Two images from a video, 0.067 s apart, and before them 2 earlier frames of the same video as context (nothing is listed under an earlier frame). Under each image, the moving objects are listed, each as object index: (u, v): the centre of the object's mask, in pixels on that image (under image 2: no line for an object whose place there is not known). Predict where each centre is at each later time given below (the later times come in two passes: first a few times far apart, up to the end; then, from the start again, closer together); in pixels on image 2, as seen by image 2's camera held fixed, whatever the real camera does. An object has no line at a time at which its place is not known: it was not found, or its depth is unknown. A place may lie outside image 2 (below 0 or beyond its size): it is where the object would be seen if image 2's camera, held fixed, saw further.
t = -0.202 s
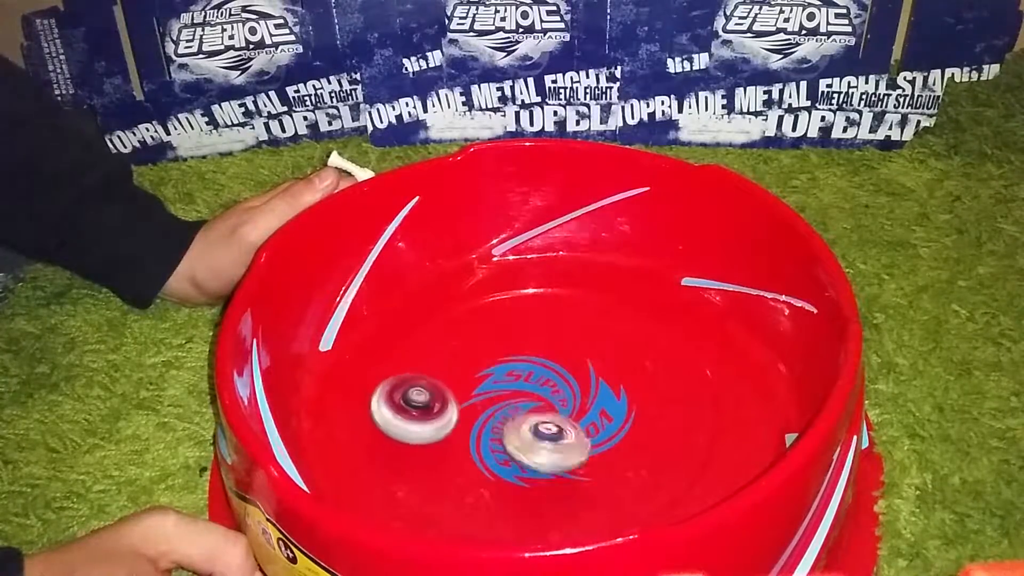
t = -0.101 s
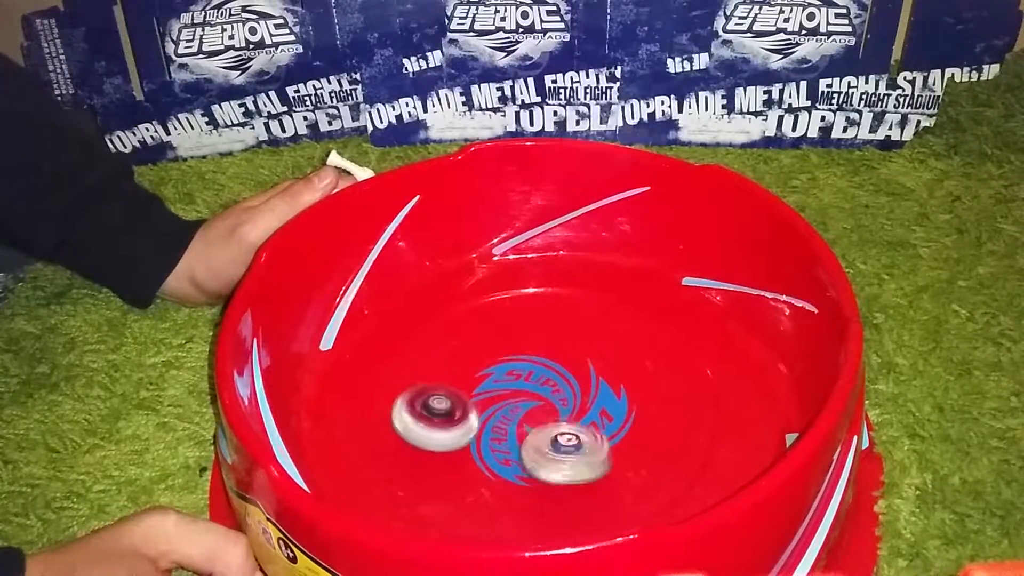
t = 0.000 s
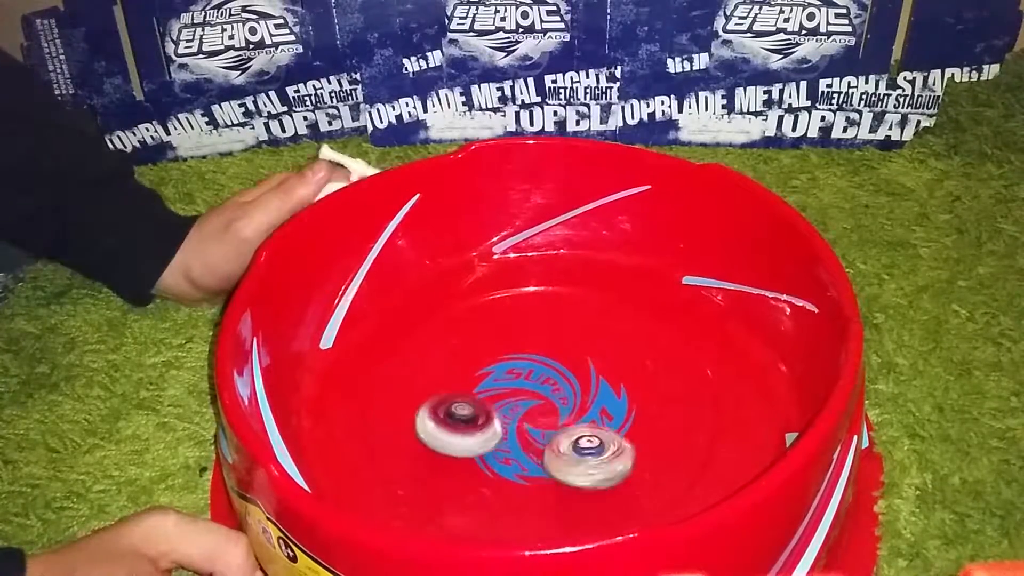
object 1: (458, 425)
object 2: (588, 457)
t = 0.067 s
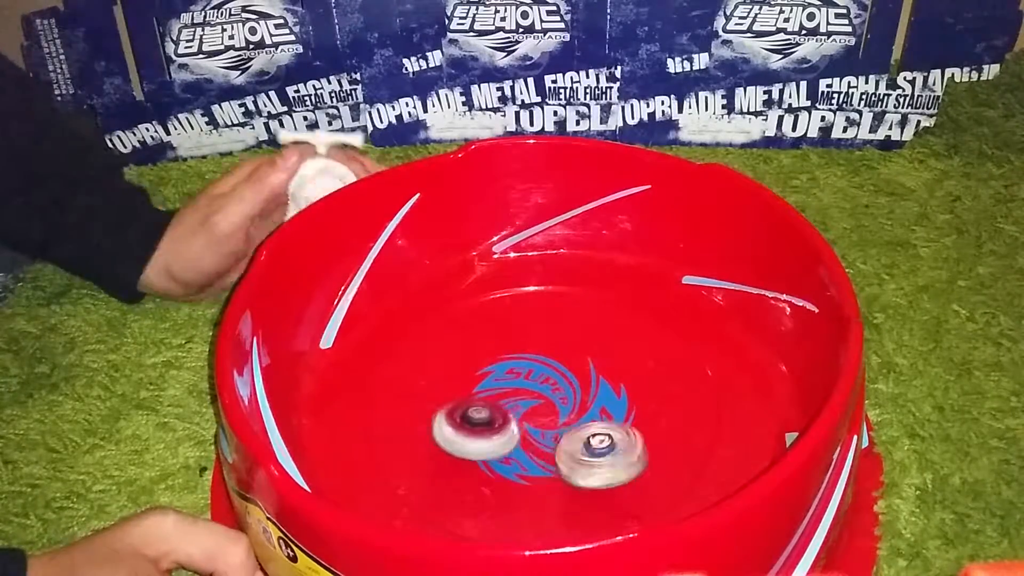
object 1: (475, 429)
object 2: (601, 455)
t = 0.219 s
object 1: (516, 436)
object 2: (618, 438)
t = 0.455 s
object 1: (508, 436)
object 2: (650, 388)
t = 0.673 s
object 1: (544, 417)
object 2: (602, 372)
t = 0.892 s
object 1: (532, 427)
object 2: (565, 299)
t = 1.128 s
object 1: (537, 409)
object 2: (589, 299)
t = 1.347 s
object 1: (549, 392)
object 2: (575, 317)
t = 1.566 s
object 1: (555, 384)
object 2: (574, 324)
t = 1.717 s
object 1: (555, 383)
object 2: (575, 324)
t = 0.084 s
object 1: (480, 431)
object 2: (605, 453)
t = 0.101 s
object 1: (484, 431)
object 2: (607, 452)
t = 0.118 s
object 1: (489, 432)
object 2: (609, 450)
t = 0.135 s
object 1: (494, 433)
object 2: (611, 450)
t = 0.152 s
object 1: (498, 434)
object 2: (613, 448)
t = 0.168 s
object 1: (503, 435)
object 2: (616, 445)
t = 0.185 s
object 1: (507, 435)
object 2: (616, 442)
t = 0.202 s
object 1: (512, 436)
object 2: (618, 440)
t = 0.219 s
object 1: (516, 436)
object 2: (618, 438)
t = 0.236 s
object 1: (521, 437)
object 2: (619, 436)
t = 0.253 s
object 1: (526, 437)
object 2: (620, 432)
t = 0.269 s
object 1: (522, 437)
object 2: (627, 428)
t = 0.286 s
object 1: (514, 439)
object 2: (639, 421)
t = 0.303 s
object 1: (507, 441)
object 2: (645, 413)
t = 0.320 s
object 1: (502, 442)
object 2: (651, 407)
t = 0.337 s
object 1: (499, 443)
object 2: (653, 403)
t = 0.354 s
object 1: (497, 443)
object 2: (655, 399)
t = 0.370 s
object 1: (496, 443)
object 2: (655, 396)
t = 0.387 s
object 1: (498, 442)
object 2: (654, 393)
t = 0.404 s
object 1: (500, 440)
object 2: (653, 391)
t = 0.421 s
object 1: (502, 439)
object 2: (652, 390)
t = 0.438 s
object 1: (505, 437)
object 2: (651, 389)
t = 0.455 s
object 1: (508, 436)
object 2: (650, 388)
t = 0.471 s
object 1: (512, 434)
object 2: (648, 387)
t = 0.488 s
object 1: (514, 432)
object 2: (646, 385)
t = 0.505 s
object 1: (518, 430)
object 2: (642, 383)
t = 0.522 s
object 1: (521, 428)
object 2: (639, 382)
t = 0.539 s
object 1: (524, 426)
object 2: (635, 382)
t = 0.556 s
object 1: (527, 424)
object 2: (632, 382)
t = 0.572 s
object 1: (531, 422)
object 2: (629, 383)
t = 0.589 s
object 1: (534, 420)
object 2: (626, 382)
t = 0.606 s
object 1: (537, 419)
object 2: (621, 382)
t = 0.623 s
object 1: (540, 417)
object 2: (617, 383)
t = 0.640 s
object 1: (543, 415)
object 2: (614, 382)
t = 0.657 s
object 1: (543, 415)
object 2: (609, 379)
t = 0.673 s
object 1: (544, 417)
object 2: (602, 372)
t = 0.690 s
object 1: (544, 417)
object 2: (594, 364)
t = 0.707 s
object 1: (545, 416)
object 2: (588, 360)
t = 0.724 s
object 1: (545, 416)
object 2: (582, 358)
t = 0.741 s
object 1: (542, 420)
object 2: (576, 353)
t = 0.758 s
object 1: (539, 423)
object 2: (571, 343)
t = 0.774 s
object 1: (537, 425)
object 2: (567, 332)
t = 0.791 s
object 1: (536, 427)
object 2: (563, 325)
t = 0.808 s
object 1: (534, 428)
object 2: (559, 321)
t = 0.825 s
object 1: (534, 429)
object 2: (559, 315)
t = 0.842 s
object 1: (534, 428)
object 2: (560, 308)
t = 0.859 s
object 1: (533, 428)
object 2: (561, 304)
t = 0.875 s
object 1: (533, 427)
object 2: (563, 302)
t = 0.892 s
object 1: (532, 427)
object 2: (565, 299)
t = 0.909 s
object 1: (532, 426)
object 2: (569, 298)
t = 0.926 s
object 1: (532, 425)
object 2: (572, 297)
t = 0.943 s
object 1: (532, 423)
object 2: (575, 297)
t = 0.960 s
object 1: (532, 422)
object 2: (578, 297)
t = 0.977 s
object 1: (532, 421)
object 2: (579, 298)
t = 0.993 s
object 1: (532, 419)
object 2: (581, 298)
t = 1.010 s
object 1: (533, 418)
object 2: (582, 299)
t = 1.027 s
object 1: (533, 417)
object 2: (583, 299)
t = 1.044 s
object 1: (533, 415)
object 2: (584, 300)
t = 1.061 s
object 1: (534, 413)
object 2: (586, 300)
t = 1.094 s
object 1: (535, 411)
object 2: (588, 300)
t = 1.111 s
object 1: (536, 410)
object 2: (589, 299)
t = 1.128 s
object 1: (537, 409)
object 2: (589, 299)
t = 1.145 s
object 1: (538, 407)
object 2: (589, 300)
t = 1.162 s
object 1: (539, 406)
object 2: (589, 300)
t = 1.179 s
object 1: (539, 404)
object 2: (589, 300)
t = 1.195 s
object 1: (541, 403)
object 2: (588, 301)
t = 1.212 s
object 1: (542, 401)
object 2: (587, 301)
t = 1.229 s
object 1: (542, 400)
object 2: (586, 302)
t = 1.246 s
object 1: (543, 399)
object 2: (585, 303)
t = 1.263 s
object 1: (544, 397)
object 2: (583, 305)
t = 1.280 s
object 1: (545, 396)
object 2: (581, 307)
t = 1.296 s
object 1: (546, 395)
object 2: (578, 309)
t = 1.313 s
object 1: (547, 394)
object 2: (577, 312)
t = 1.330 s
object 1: (548, 393)
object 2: (576, 315)
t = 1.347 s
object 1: (549, 392)
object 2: (575, 317)
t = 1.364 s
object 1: (549, 391)
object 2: (576, 320)
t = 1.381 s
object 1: (550, 391)
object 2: (577, 322)
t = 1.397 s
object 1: (550, 390)
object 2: (578, 324)
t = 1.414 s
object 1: (551, 389)
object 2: (579, 324)
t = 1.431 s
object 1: (552, 388)
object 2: (580, 325)
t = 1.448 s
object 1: (552, 388)
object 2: (580, 325)
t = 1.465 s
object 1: (553, 387)
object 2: (580, 325)
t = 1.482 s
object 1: (553, 386)
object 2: (579, 325)
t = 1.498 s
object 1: (554, 385)
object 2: (578, 325)
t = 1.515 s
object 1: (554, 385)
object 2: (577, 325)
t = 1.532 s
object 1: (555, 384)
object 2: (576, 325)
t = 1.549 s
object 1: (555, 384)
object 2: (574, 324)
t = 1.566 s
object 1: (555, 384)
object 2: (574, 324)
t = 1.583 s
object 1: (555, 383)
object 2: (573, 324)
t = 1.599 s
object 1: (555, 384)
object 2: (572, 323)
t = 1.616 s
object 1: (556, 383)
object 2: (572, 323)
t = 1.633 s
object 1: (556, 383)
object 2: (572, 323)
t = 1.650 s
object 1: (556, 383)
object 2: (572, 323)
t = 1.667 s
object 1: (555, 383)
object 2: (573, 324)
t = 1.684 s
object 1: (556, 383)
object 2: (573, 324)
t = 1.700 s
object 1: (556, 383)
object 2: (574, 324)
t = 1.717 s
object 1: (555, 383)
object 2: (575, 324)
